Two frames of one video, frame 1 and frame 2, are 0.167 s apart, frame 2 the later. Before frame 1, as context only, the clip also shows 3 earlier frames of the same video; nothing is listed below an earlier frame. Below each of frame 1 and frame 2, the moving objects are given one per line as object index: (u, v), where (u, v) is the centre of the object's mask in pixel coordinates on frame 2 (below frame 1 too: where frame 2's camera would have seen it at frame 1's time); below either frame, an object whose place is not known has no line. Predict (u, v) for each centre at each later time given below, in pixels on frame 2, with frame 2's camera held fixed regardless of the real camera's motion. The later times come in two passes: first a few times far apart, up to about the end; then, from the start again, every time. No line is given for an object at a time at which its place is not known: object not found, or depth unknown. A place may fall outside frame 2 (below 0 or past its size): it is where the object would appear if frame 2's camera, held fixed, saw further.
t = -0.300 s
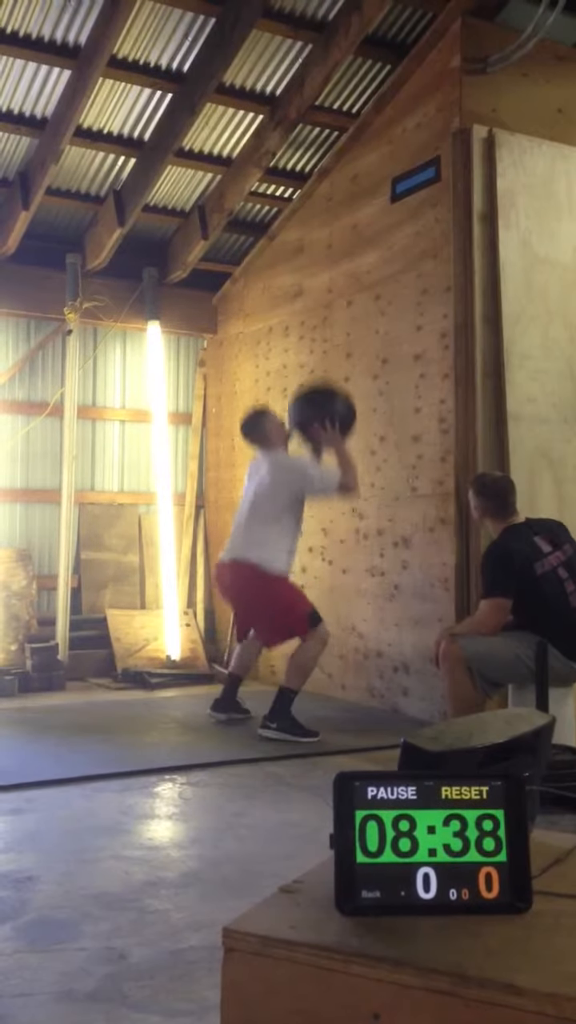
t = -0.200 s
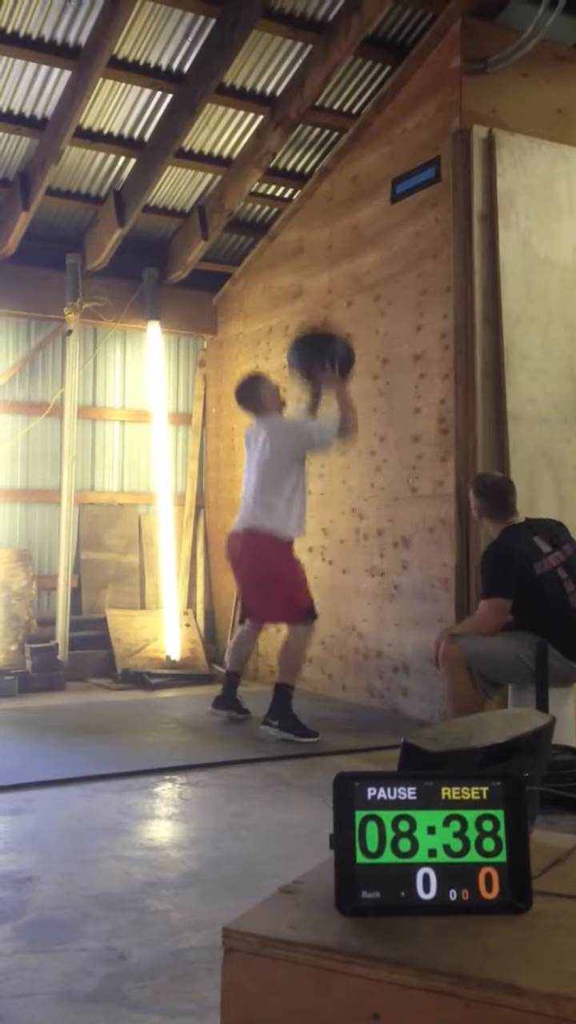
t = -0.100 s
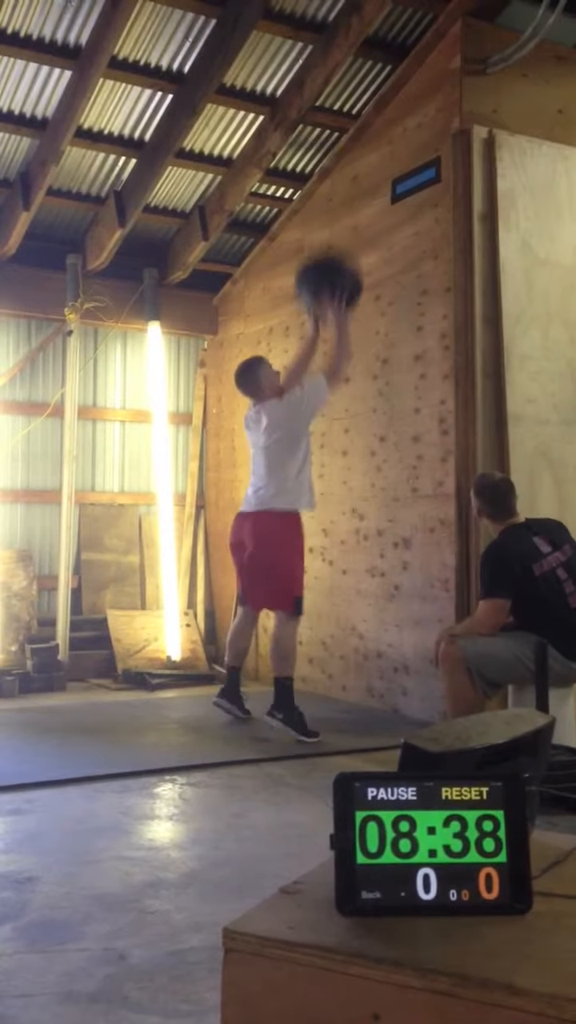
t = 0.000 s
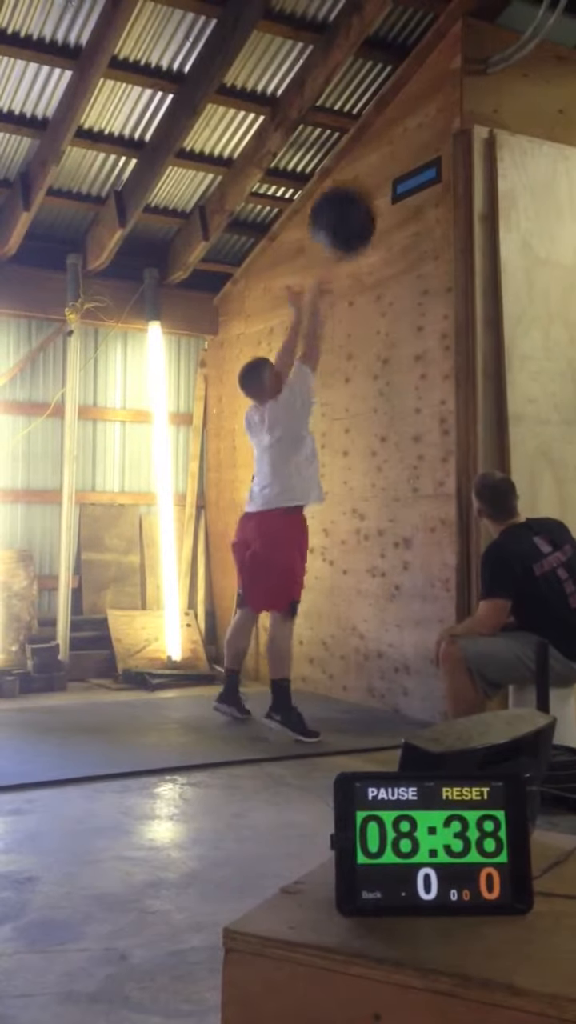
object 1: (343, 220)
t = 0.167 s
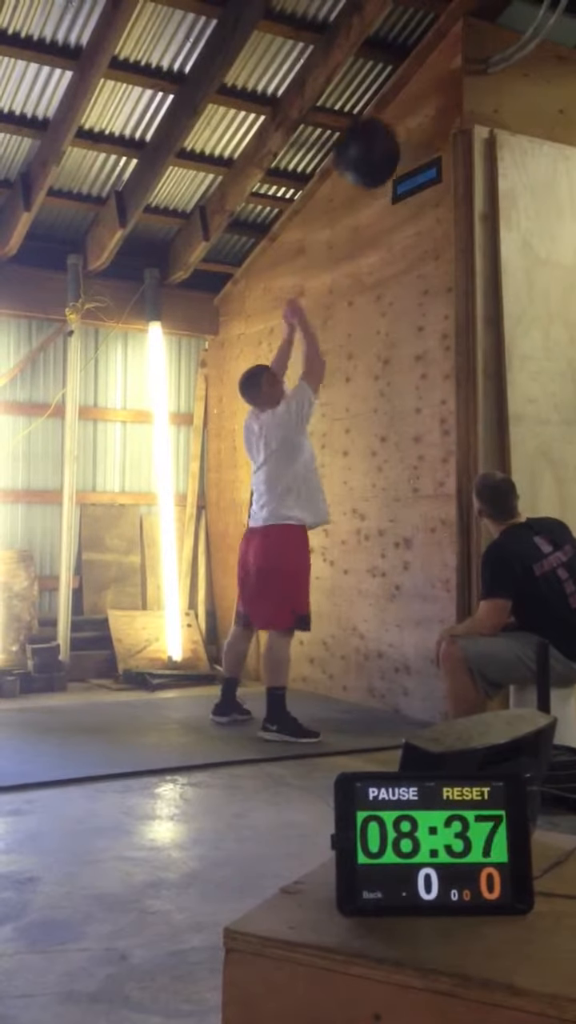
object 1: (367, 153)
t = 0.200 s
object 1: (372, 146)
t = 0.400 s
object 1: (397, 141)
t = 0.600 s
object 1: (382, 195)
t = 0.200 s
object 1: (372, 146)
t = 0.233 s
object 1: (377, 141)
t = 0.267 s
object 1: (380, 138)
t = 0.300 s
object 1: (383, 136)
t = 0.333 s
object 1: (388, 137)
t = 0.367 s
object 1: (396, 138)
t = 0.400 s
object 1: (397, 141)
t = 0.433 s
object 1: (395, 145)
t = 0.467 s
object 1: (393, 150)
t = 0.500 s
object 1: (389, 157)
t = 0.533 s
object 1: (386, 169)
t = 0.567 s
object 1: (383, 181)
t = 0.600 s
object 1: (382, 195)
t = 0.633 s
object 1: (379, 211)
